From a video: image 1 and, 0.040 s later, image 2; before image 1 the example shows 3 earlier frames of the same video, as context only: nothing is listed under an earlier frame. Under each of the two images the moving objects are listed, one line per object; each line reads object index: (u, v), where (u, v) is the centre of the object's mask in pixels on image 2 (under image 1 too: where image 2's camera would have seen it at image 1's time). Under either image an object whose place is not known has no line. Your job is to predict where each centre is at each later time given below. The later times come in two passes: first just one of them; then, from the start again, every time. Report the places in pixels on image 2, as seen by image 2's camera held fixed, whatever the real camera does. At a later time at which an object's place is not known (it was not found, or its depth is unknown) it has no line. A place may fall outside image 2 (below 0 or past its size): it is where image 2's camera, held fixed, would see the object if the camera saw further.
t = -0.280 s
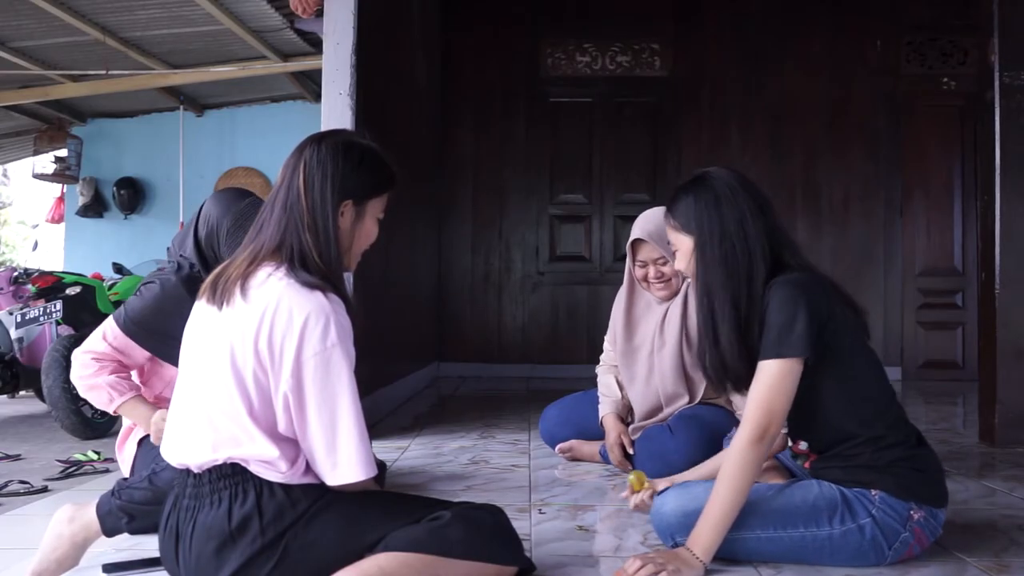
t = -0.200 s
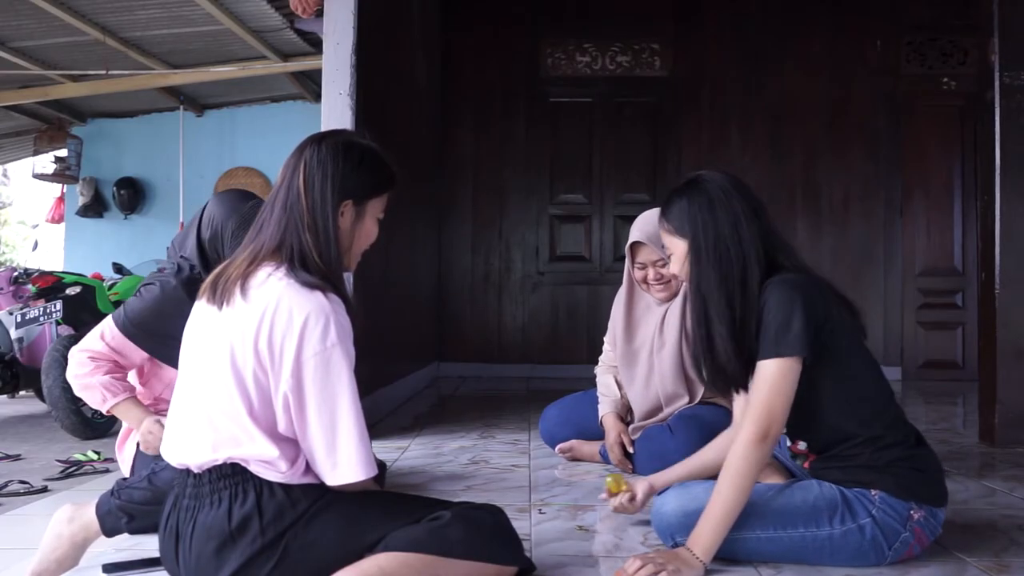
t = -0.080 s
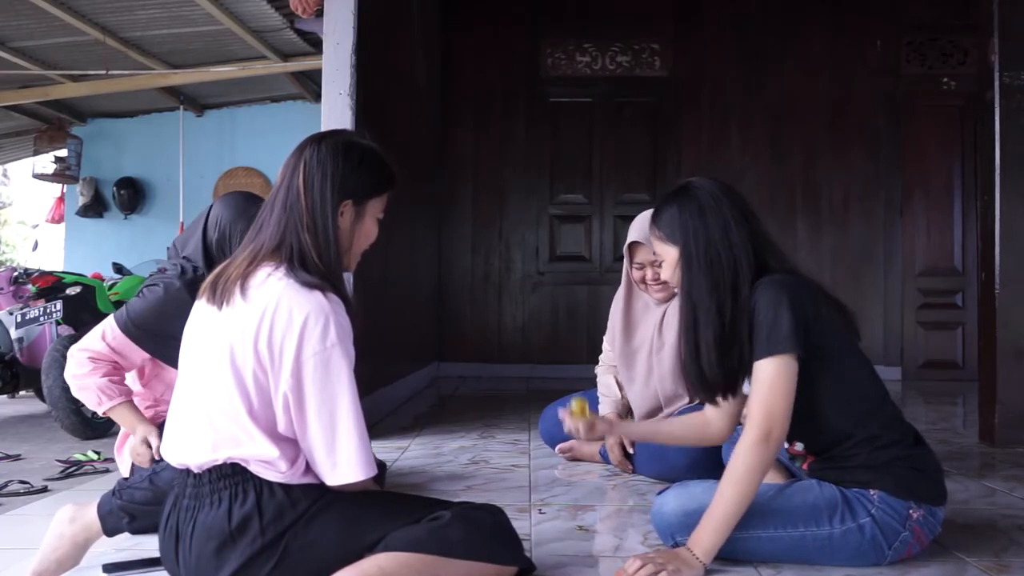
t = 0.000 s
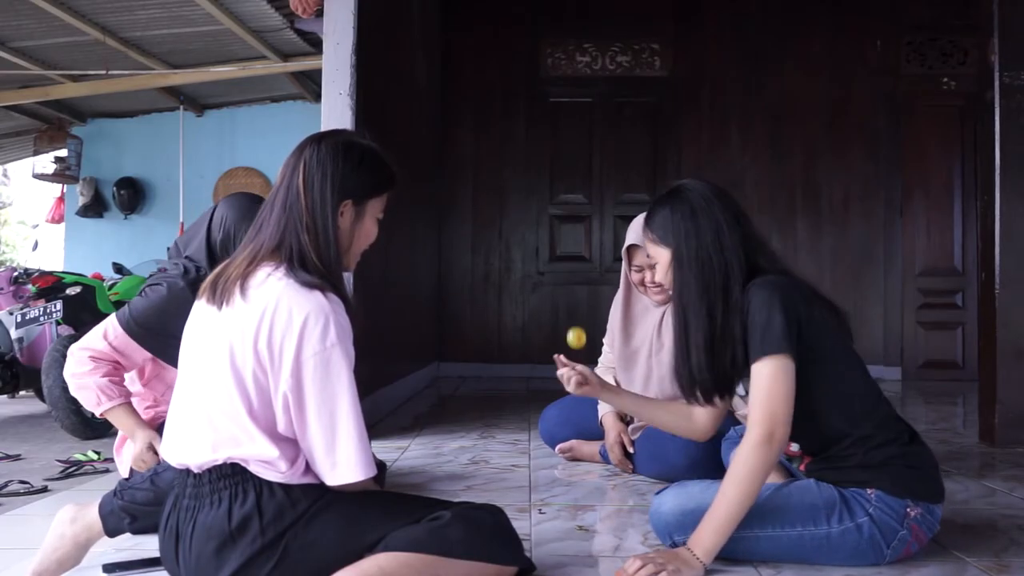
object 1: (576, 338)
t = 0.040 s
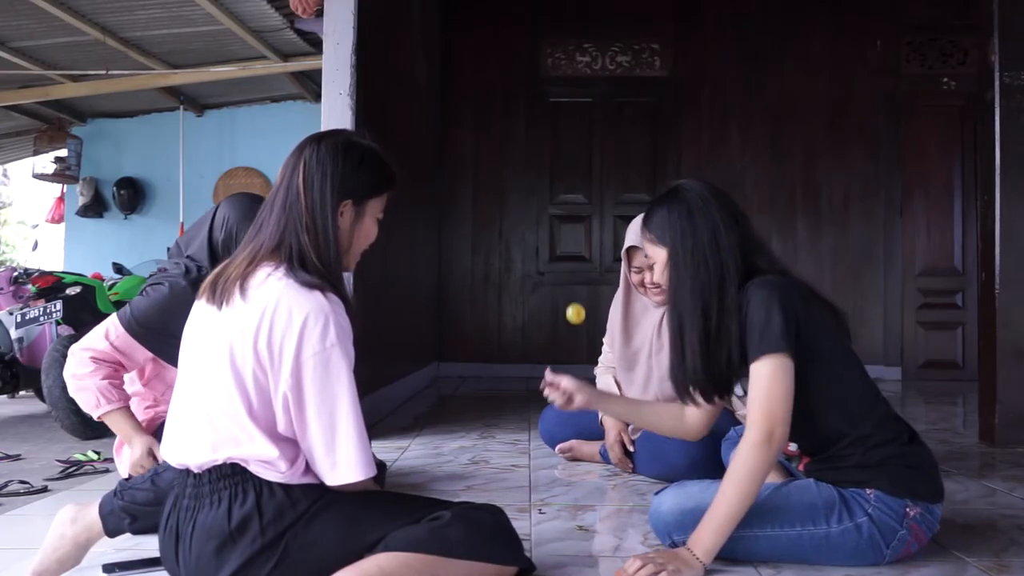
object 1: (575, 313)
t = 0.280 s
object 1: (570, 312)
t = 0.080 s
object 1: (574, 296)
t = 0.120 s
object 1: (574, 285)
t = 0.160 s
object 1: (573, 282)
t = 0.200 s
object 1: (572, 285)
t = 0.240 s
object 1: (571, 295)
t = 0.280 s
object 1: (570, 312)
